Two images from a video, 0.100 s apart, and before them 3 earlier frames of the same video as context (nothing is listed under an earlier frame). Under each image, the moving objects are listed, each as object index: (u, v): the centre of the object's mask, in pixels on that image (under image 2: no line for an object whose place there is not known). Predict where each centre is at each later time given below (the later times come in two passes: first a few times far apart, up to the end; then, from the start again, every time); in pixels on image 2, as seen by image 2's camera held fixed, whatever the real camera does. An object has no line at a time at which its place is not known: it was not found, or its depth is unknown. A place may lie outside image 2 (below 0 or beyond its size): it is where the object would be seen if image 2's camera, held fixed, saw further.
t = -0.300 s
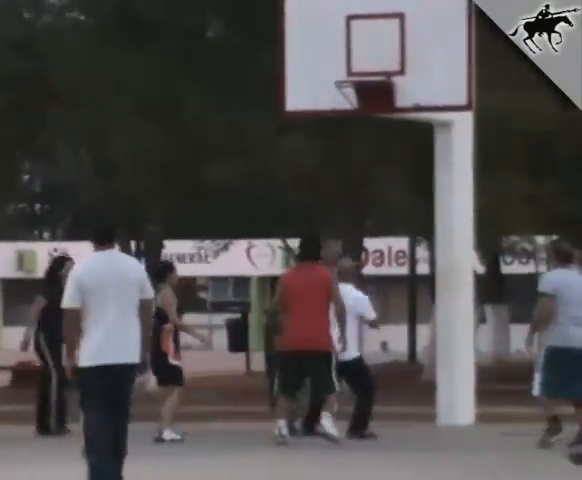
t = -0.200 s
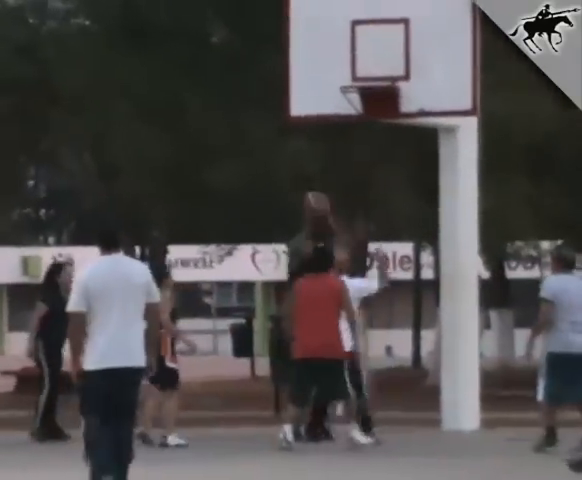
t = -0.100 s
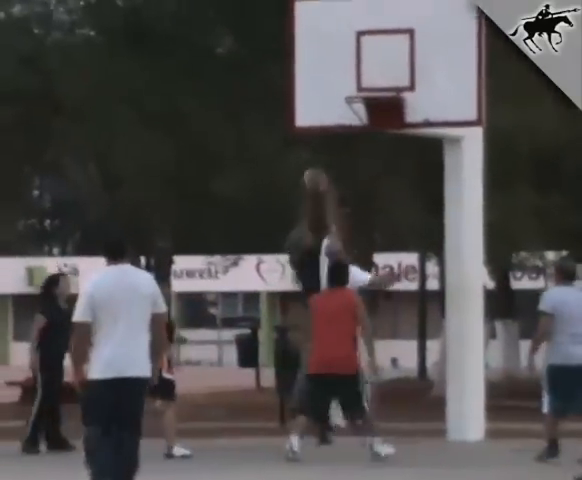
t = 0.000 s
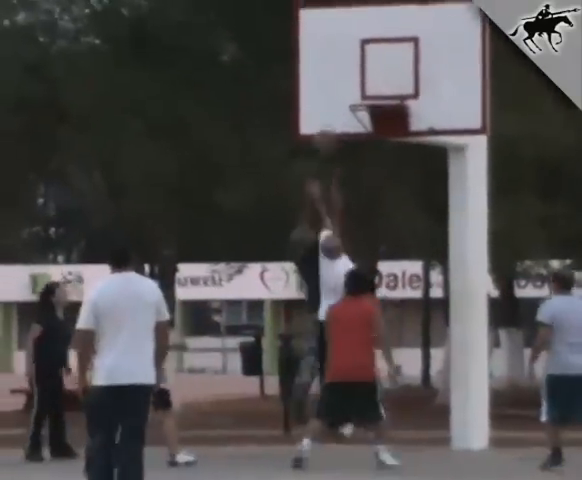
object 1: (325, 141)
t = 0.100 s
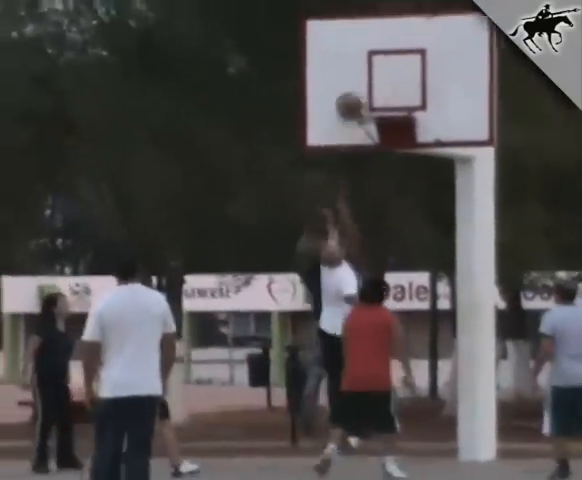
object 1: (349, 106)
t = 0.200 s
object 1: (359, 73)
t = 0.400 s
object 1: (374, 51)
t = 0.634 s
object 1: (390, 81)
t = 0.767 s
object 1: (401, 120)
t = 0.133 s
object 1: (356, 92)
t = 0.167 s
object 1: (358, 82)
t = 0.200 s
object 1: (359, 73)
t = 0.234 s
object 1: (361, 66)
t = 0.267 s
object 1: (364, 60)
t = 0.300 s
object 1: (366, 56)
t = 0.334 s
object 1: (369, 53)
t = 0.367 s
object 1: (371, 51)
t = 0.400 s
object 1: (374, 51)
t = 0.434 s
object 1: (375, 51)
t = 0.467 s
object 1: (377, 53)
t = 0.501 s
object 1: (380, 56)
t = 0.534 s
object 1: (382, 60)
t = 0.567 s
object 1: (385, 66)
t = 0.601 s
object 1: (386, 73)
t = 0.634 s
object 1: (390, 81)
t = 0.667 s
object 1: (393, 90)
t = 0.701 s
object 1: (395, 99)
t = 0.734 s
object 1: (398, 109)
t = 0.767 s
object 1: (401, 120)
